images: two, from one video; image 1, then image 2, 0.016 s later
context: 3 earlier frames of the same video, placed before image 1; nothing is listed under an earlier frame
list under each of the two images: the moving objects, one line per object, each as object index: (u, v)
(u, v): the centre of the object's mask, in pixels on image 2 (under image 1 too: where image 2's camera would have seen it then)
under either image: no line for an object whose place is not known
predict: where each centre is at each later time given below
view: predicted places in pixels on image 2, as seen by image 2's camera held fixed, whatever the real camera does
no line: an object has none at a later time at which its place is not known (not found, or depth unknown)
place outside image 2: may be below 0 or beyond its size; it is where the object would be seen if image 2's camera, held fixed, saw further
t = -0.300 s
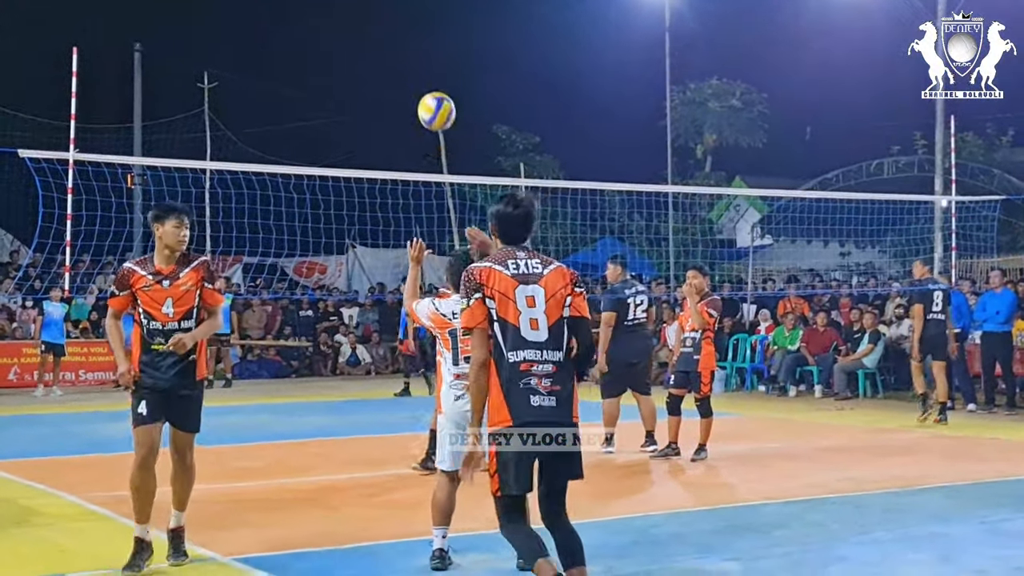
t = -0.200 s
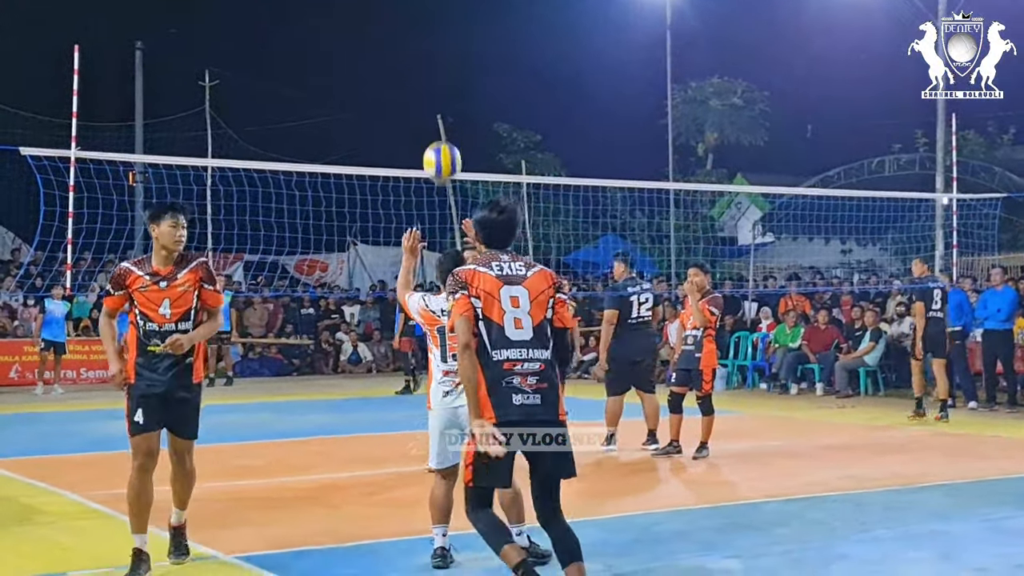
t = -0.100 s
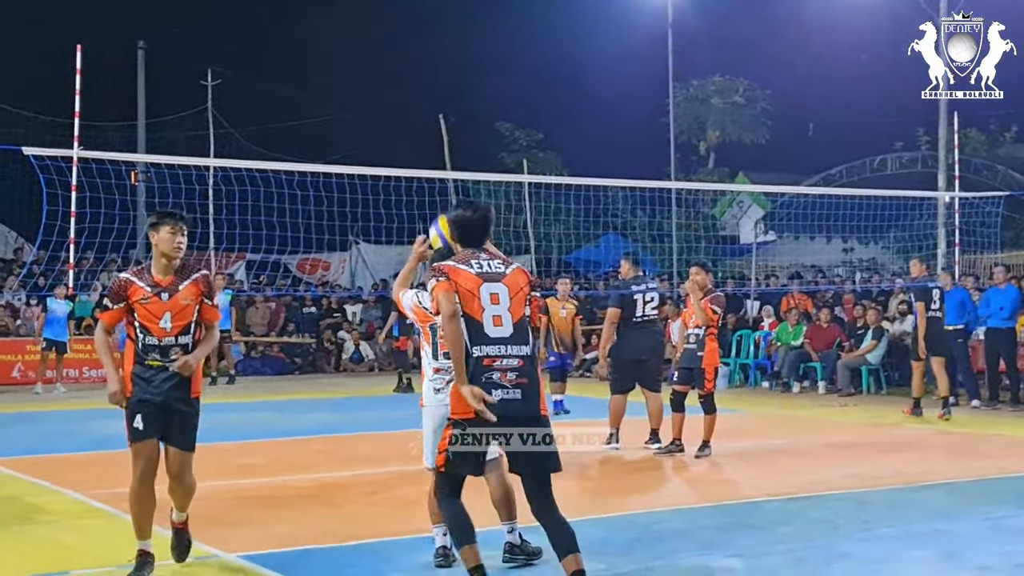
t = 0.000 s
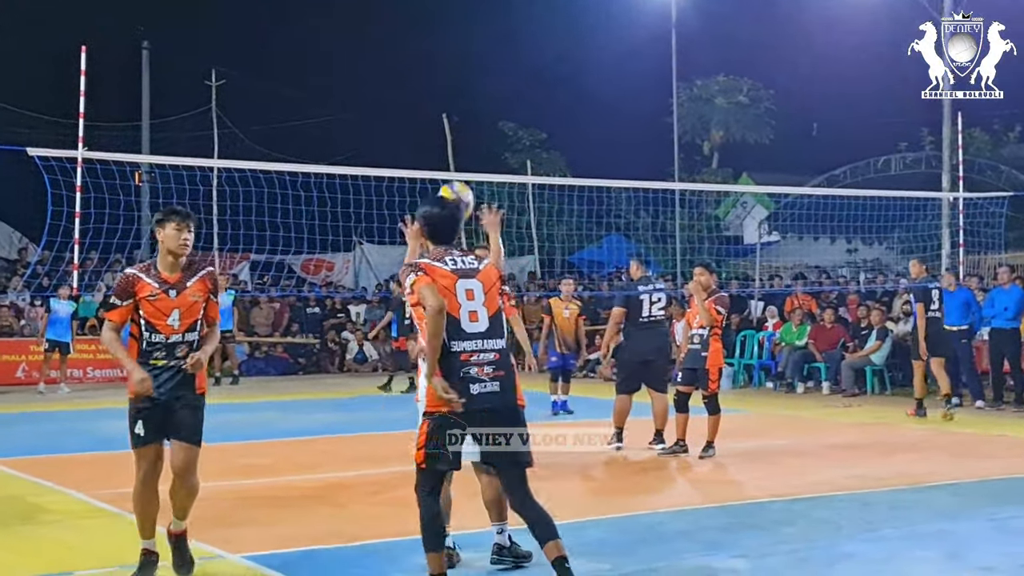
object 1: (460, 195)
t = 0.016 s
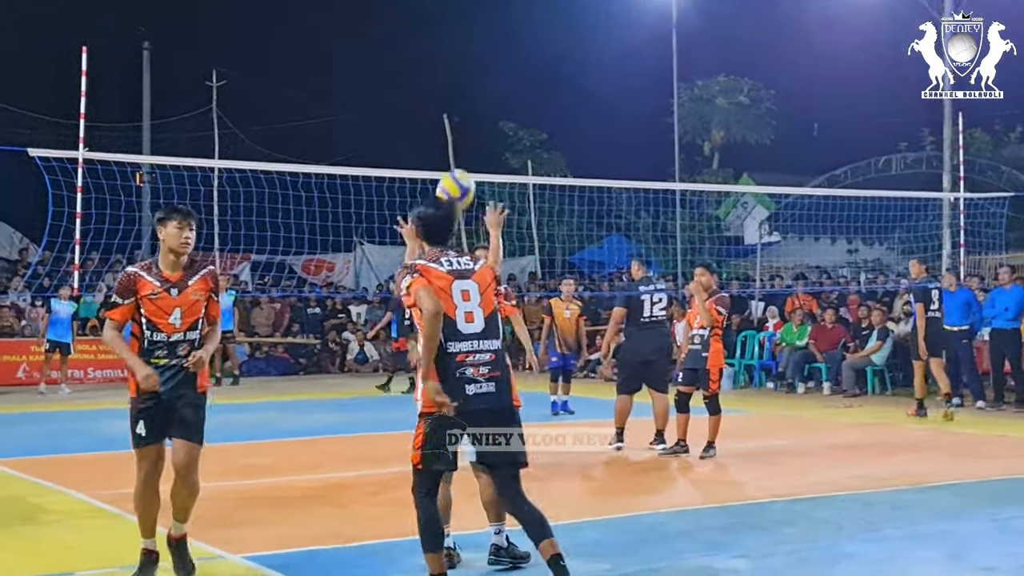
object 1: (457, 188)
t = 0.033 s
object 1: (456, 177)
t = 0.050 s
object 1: (457, 164)
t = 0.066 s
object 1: (457, 153)
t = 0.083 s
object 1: (458, 143)
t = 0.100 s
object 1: (458, 132)
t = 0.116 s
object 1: (459, 123)
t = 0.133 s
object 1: (459, 114)
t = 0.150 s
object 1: (460, 106)
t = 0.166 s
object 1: (461, 98)
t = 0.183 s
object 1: (461, 91)
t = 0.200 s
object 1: (461, 84)
